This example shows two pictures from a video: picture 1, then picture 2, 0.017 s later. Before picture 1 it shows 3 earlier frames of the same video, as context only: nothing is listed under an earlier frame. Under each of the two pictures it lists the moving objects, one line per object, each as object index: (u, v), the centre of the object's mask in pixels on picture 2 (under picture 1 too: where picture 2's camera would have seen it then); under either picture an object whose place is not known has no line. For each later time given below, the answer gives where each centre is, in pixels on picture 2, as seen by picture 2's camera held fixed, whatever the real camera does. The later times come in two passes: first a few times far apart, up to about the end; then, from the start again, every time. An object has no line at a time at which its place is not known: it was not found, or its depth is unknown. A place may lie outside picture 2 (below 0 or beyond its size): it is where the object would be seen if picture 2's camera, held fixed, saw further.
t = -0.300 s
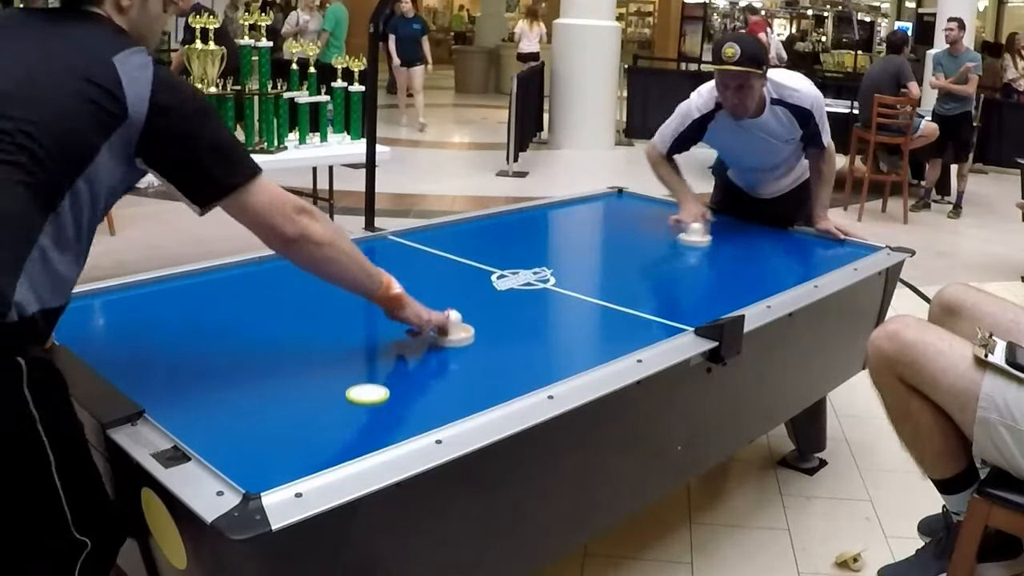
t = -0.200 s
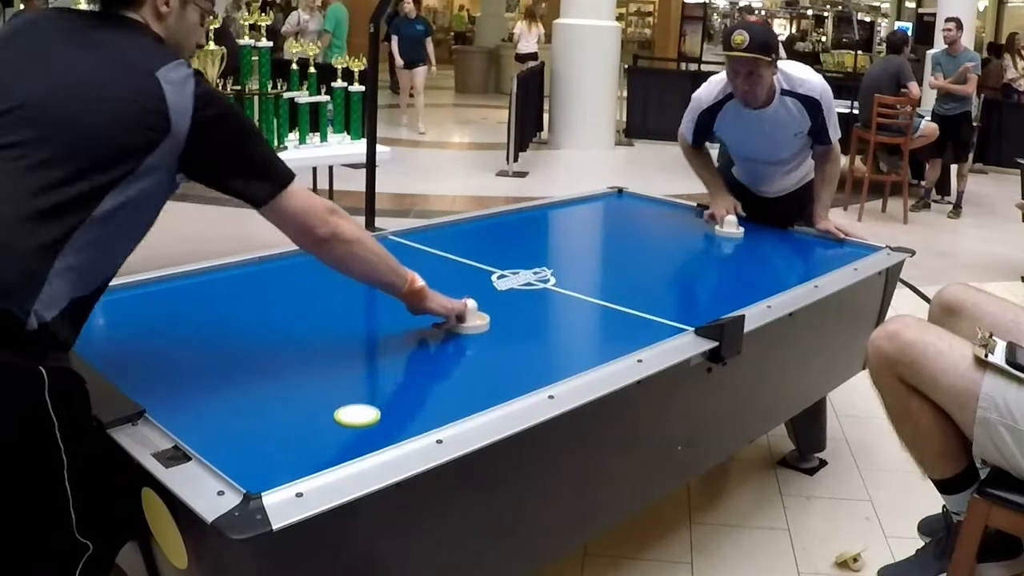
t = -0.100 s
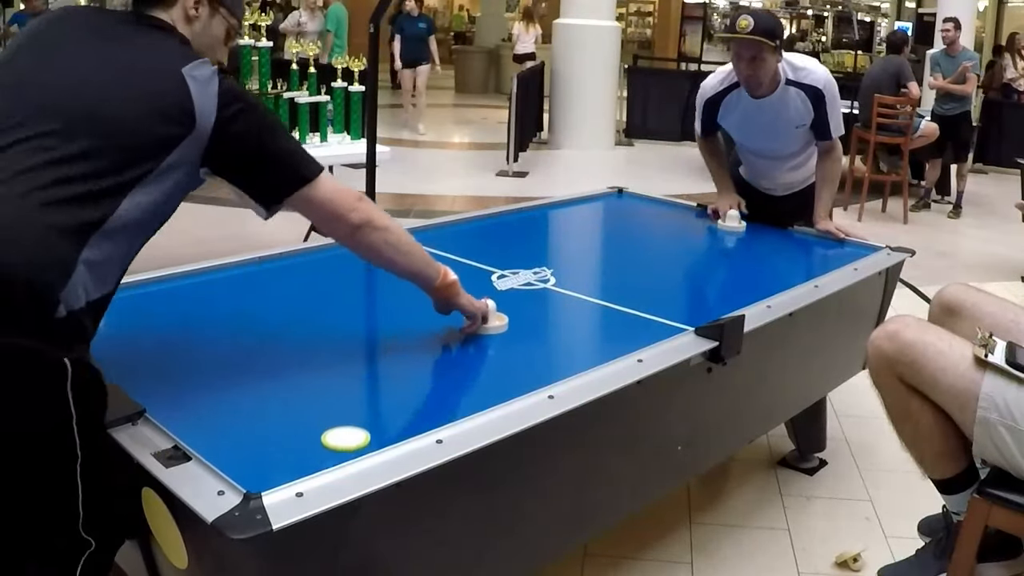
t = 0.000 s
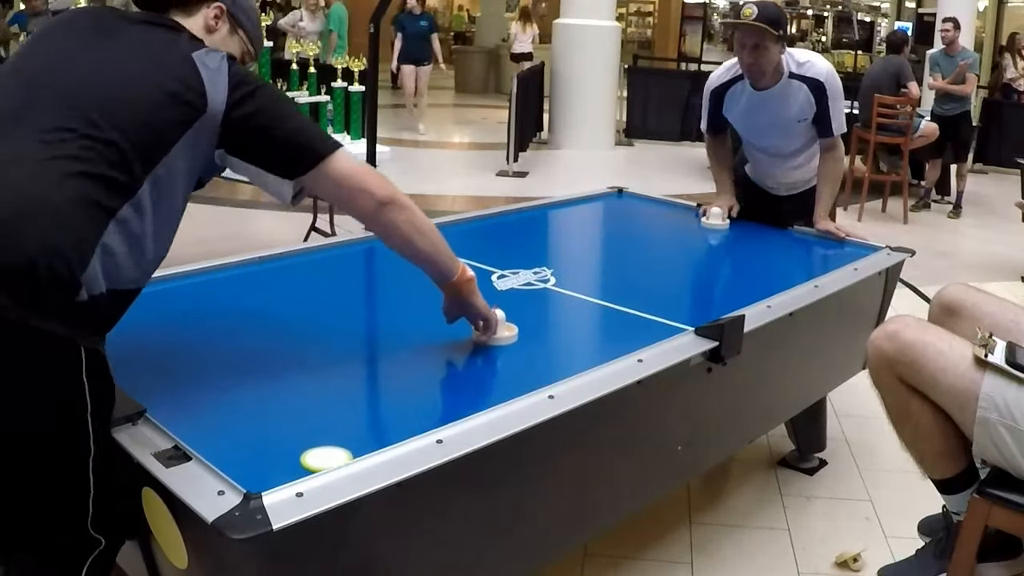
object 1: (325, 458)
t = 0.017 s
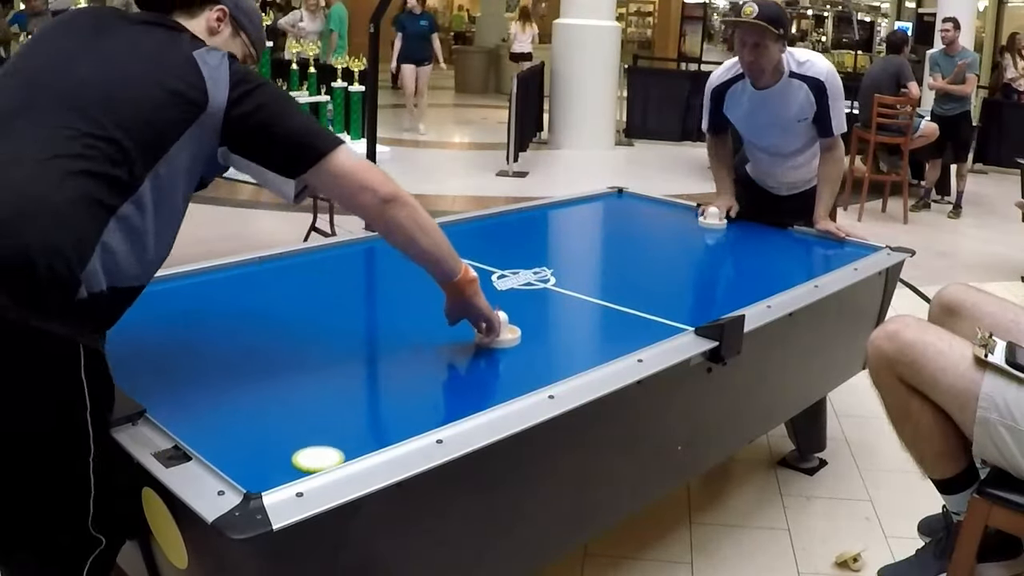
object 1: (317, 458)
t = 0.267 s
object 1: (228, 445)
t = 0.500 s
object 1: (262, 406)
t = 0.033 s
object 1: (310, 458)
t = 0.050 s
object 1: (302, 458)
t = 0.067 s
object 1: (293, 458)
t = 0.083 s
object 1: (285, 457)
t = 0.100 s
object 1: (277, 457)
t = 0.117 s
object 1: (269, 456)
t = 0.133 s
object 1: (261, 456)
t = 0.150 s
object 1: (253, 456)
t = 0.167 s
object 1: (245, 455)
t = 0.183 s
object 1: (237, 455)
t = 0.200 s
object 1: (229, 454)
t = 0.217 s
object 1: (223, 454)
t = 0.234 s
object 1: (223, 451)
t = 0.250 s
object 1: (225, 448)
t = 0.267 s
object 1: (228, 445)
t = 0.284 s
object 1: (230, 442)
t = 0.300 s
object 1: (233, 439)
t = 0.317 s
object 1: (236, 436)
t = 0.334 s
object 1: (238, 433)
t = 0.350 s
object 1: (240, 431)
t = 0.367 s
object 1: (243, 428)
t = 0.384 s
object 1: (245, 425)
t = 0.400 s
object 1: (248, 422)
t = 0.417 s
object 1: (250, 420)
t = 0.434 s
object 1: (252, 417)
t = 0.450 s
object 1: (255, 414)
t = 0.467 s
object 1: (257, 411)
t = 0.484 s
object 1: (259, 409)
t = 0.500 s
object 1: (262, 406)
